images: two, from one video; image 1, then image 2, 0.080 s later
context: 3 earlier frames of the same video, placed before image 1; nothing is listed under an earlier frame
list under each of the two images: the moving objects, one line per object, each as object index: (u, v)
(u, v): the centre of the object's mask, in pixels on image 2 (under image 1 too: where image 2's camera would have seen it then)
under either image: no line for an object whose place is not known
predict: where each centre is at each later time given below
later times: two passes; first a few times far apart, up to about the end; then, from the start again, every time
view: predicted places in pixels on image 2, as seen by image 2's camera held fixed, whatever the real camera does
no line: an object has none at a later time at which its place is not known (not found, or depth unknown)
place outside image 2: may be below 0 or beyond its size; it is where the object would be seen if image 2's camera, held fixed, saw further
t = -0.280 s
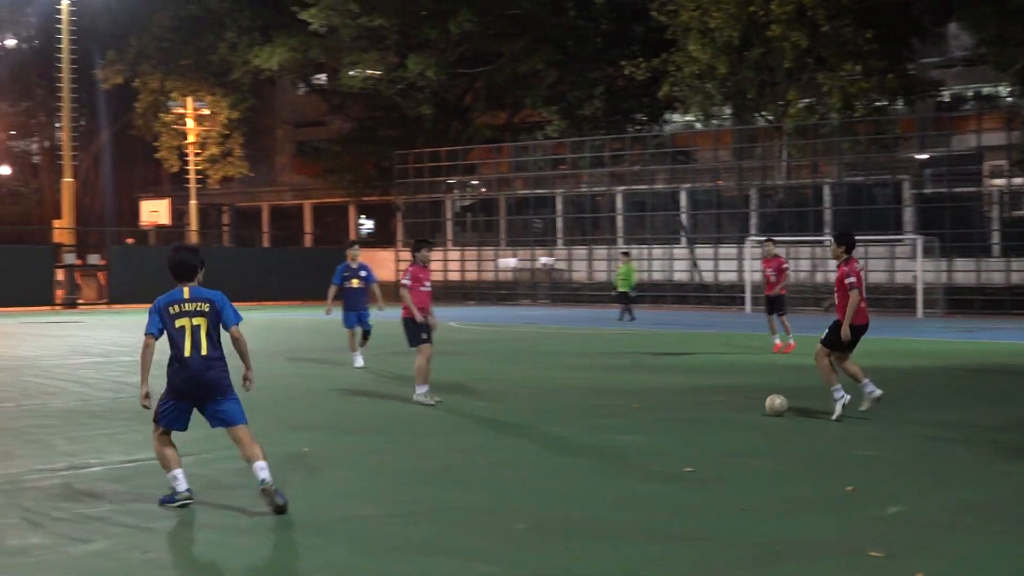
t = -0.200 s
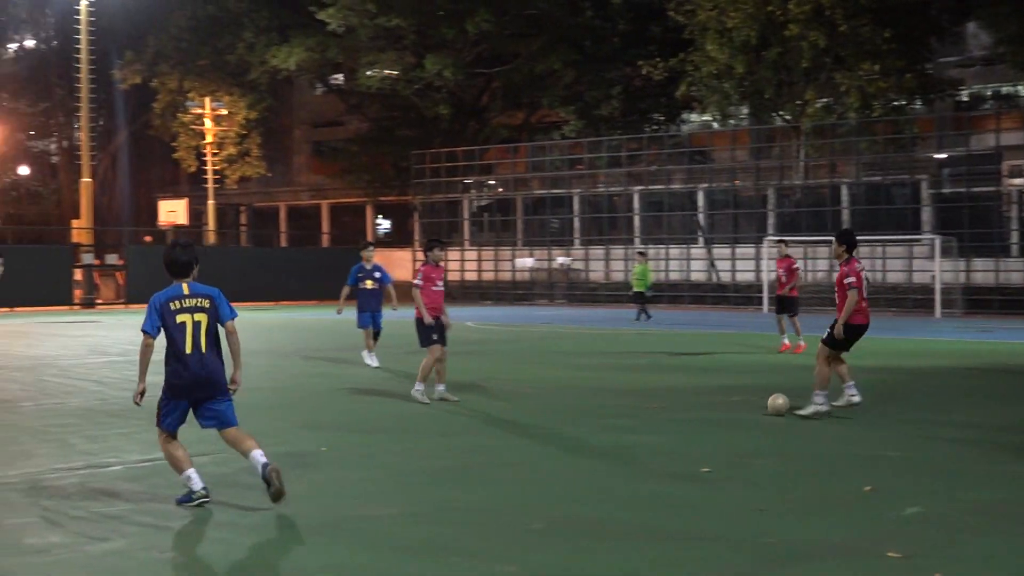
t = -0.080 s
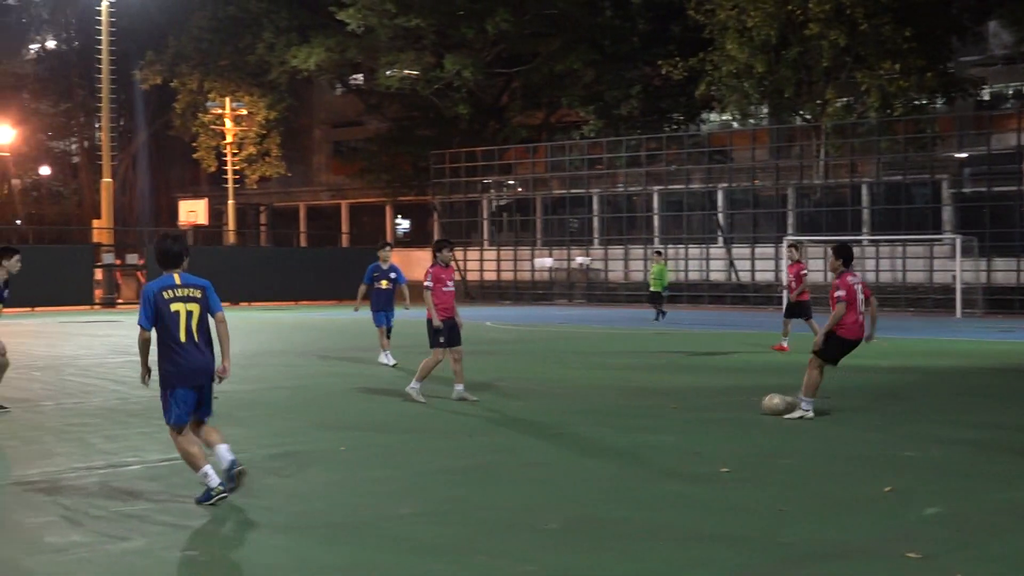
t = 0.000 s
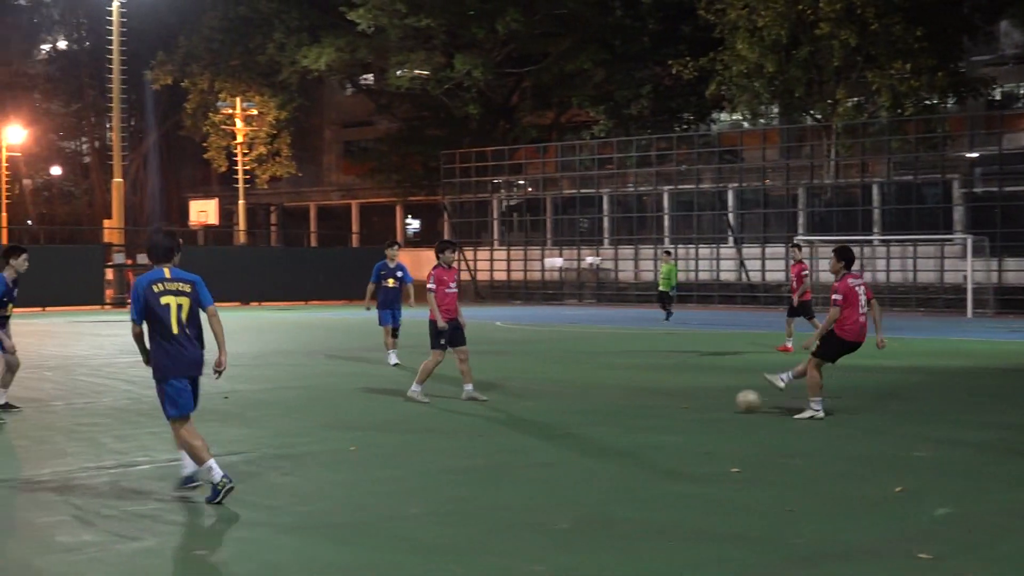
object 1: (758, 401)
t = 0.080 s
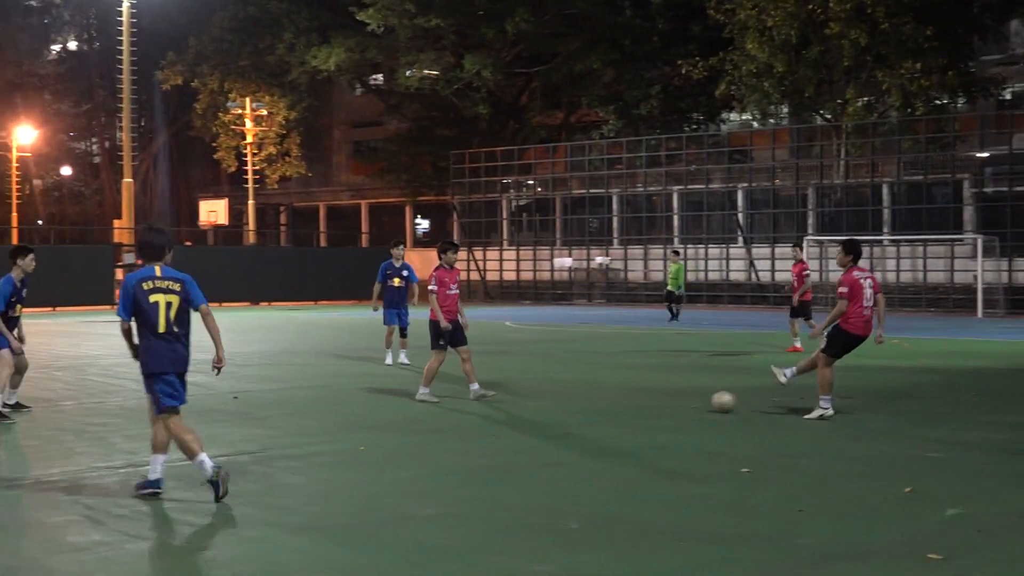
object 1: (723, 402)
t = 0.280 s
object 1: (643, 398)
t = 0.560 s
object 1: (539, 395)
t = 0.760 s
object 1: (471, 392)
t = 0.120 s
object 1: (706, 401)
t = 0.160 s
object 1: (690, 399)
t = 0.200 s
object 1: (674, 400)
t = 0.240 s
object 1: (658, 399)
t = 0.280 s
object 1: (643, 398)
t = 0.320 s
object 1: (628, 398)
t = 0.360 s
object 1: (613, 396)
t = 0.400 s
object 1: (597, 395)
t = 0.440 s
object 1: (582, 396)
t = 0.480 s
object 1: (568, 395)
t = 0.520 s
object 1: (554, 394)
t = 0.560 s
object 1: (539, 395)
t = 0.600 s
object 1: (525, 394)
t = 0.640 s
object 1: (511, 394)
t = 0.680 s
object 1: (498, 392)
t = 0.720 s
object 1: (484, 392)
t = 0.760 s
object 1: (471, 392)
